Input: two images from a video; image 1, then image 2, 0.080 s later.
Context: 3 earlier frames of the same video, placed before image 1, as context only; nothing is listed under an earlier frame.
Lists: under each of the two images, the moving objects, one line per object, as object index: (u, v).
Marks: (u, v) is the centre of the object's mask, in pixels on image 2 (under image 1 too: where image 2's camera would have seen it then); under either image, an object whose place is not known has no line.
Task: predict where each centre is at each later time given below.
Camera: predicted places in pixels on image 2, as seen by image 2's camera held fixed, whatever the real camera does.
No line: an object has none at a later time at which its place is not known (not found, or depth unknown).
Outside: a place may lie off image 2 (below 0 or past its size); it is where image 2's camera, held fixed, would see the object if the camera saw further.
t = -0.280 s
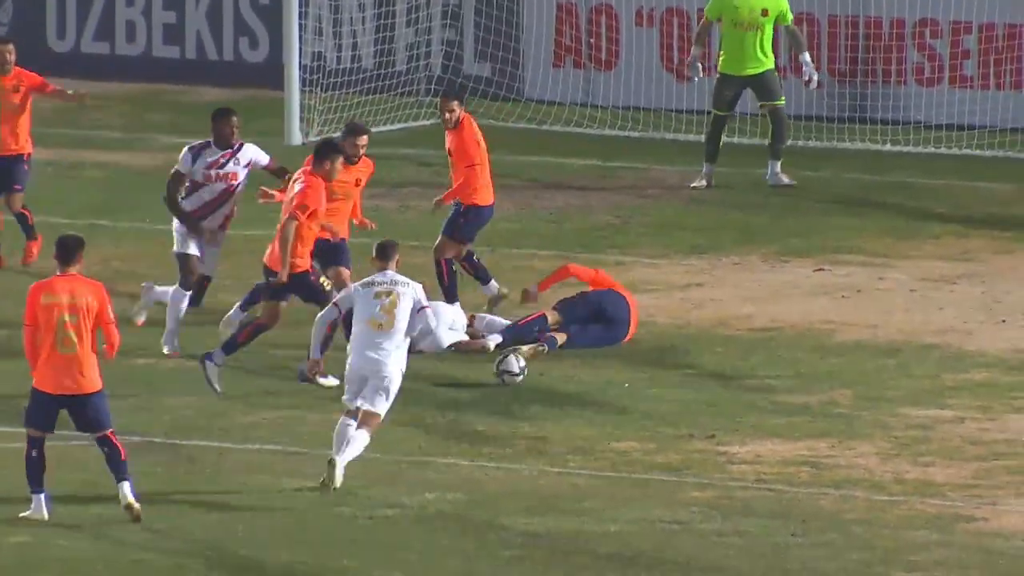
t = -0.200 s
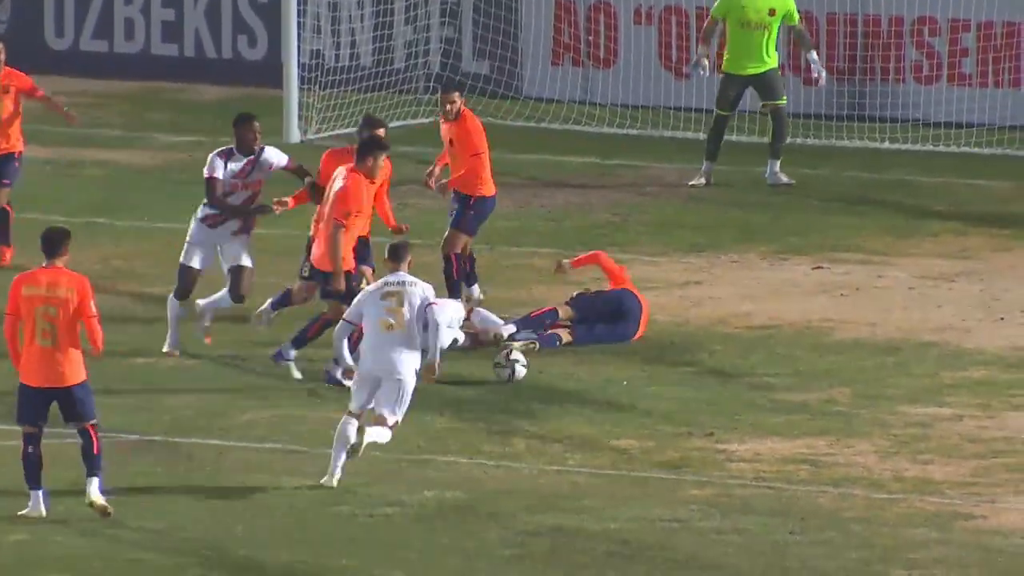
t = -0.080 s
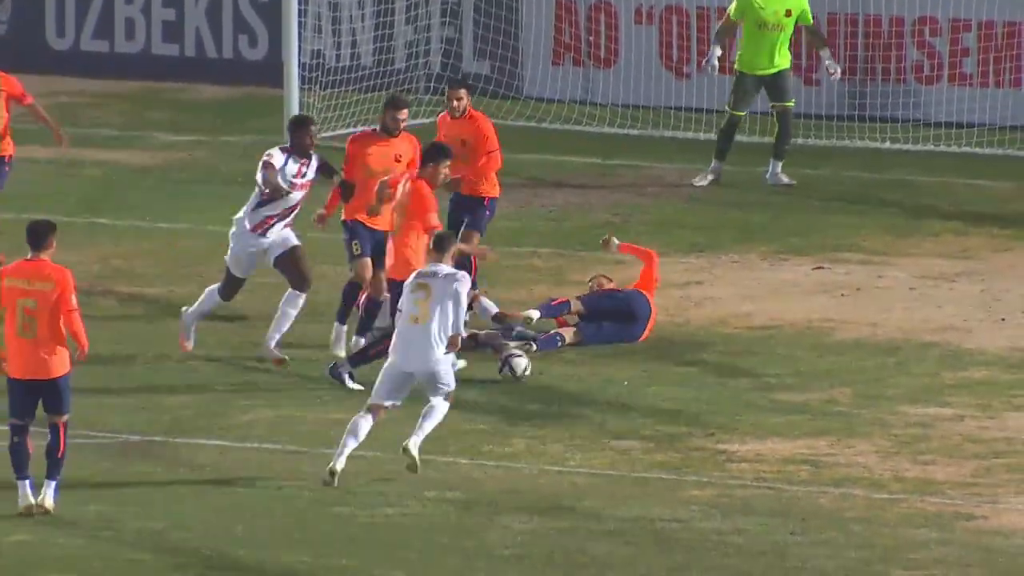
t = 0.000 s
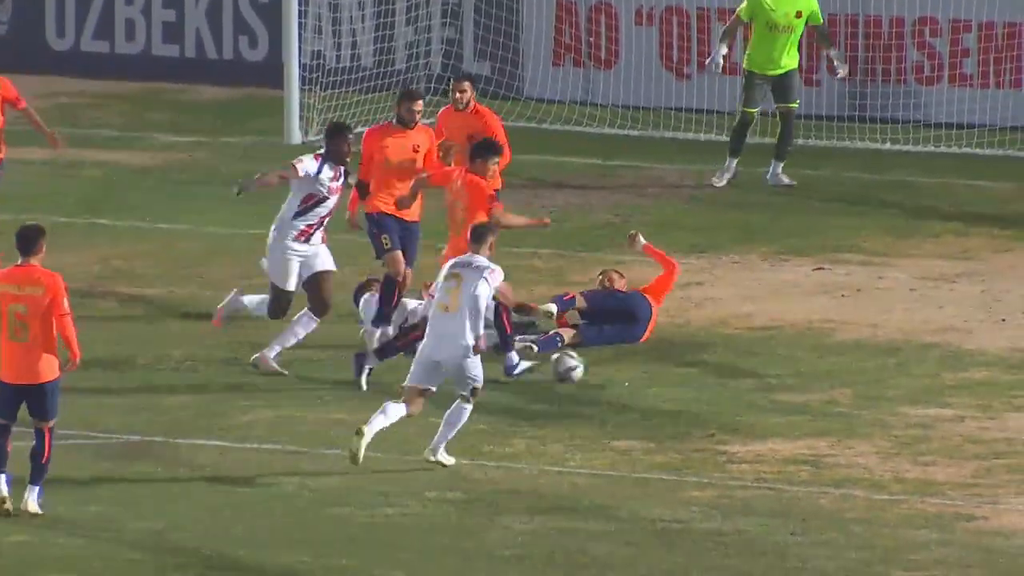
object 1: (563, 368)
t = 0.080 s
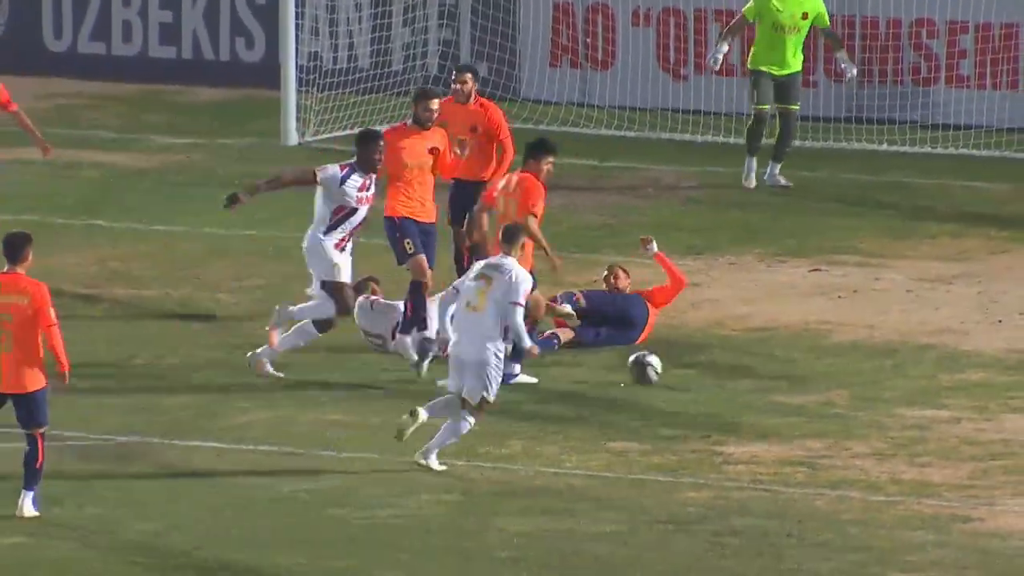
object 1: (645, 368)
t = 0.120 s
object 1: (683, 369)
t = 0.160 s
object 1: (718, 366)
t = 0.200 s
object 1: (753, 364)
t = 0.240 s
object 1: (788, 365)
